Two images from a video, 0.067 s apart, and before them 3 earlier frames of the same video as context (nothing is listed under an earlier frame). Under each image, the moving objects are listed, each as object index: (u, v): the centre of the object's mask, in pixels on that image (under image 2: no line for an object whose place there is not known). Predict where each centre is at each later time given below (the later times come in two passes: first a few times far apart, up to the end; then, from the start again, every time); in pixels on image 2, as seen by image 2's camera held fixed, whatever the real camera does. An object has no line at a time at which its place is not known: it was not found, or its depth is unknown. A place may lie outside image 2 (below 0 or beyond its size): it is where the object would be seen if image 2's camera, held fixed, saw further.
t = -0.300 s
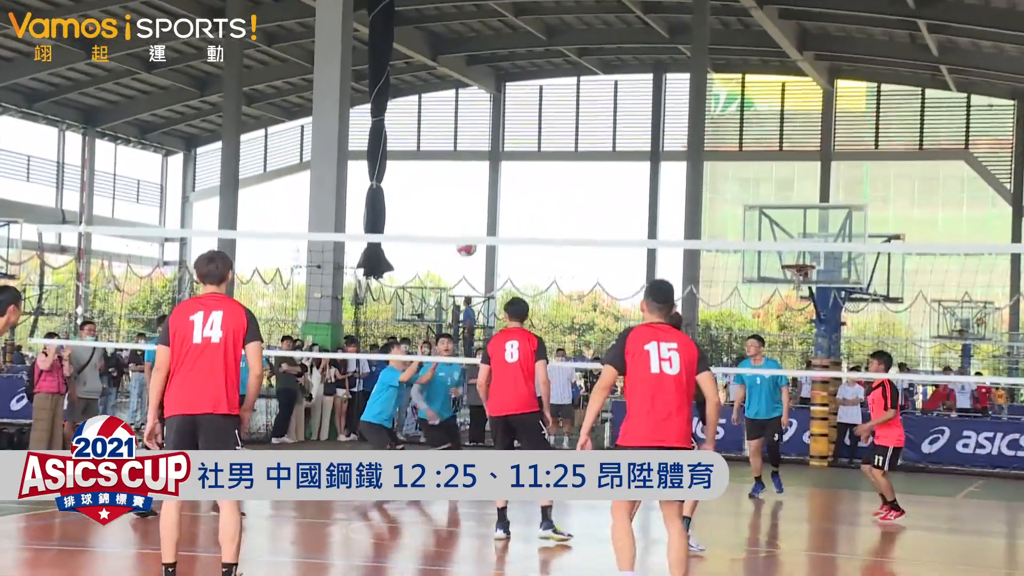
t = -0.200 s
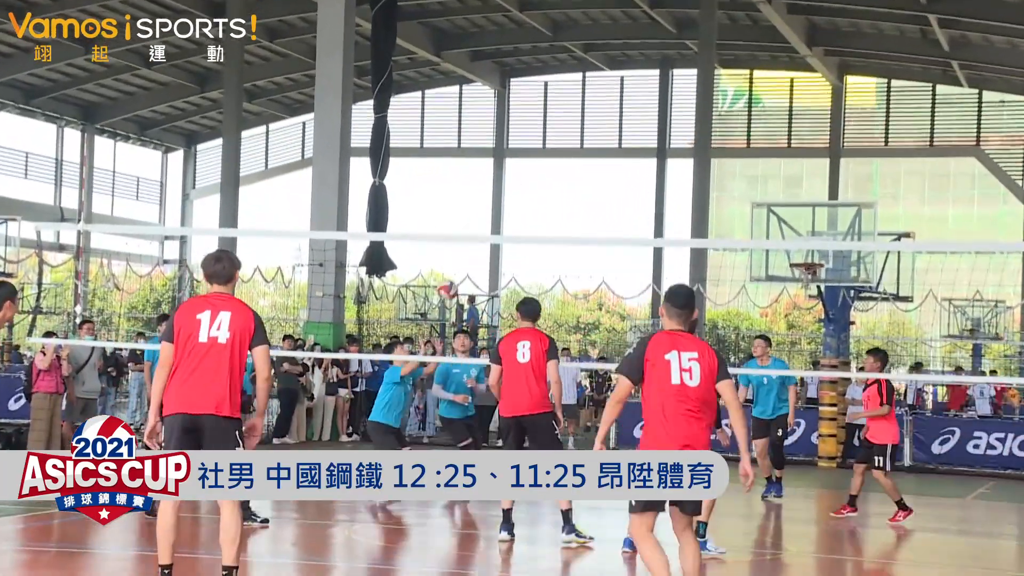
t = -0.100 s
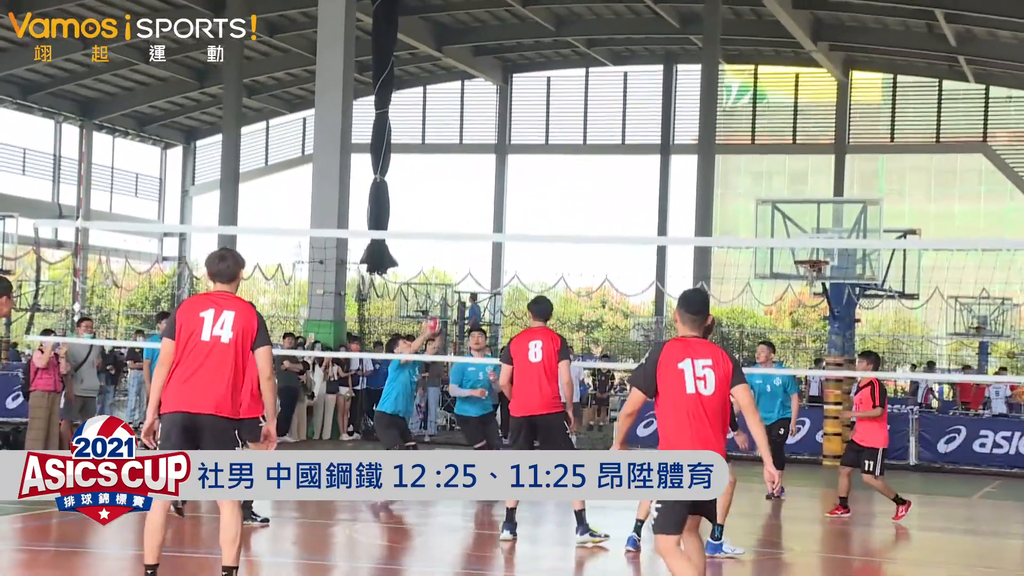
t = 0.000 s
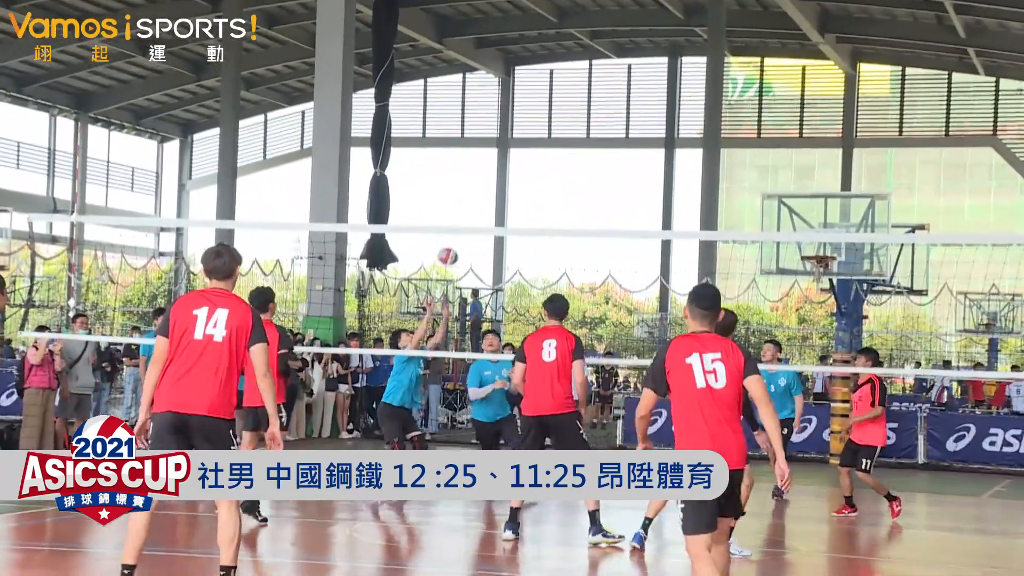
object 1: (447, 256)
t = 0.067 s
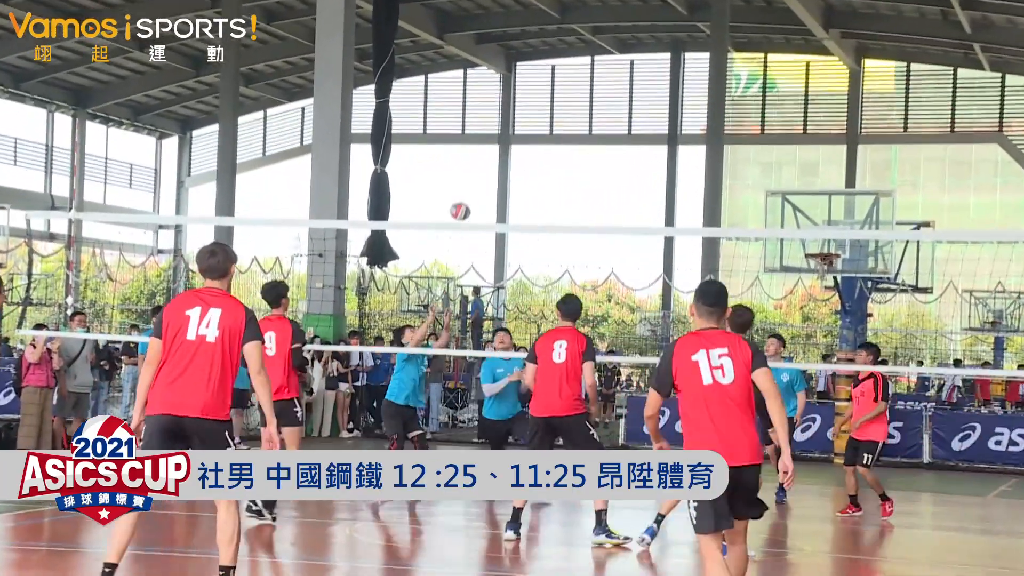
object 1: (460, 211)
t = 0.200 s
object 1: (481, 140)
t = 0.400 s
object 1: (513, 66)
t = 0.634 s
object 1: (547, 33)
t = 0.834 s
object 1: (575, 47)
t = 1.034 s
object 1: (599, 104)
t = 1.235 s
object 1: (623, 202)
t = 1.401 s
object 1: (647, 309)
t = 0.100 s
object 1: (465, 191)
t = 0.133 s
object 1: (471, 173)
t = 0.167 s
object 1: (477, 155)
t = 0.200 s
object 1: (481, 140)
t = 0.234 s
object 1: (488, 125)
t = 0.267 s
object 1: (493, 111)
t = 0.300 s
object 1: (498, 98)
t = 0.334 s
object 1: (504, 85)
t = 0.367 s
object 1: (509, 74)
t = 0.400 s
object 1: (513, 66)
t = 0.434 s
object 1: (518, 58)
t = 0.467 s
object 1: (523, 51)
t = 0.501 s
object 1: (528, 45)
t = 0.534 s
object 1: (533, 40)
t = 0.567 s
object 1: (537, 37)
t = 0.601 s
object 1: (542, 34)
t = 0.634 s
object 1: (547, 33)
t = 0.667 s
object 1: (552, 32)
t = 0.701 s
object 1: (557, 33)
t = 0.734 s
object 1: (561, 35)
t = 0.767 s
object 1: (566, 38)
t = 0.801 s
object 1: (570, 43)
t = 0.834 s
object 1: (575, 47)
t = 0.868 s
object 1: (578, 55)
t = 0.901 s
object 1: (583, 63)
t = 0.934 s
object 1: (587, 71)
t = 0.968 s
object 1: (591, 81)
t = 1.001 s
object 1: (595, 92)
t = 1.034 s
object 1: (599, 104)
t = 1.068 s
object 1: (604, 118)
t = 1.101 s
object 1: (608, 133)
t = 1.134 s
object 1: (612, 147)
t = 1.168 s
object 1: (616, 165)
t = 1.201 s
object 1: (620, 183)
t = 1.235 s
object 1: (623, 202)
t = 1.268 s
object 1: (631, 219)
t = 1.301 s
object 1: (634, 243)
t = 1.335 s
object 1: (638, 262)
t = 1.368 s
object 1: (642, 285)
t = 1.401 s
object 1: (647, 309)
